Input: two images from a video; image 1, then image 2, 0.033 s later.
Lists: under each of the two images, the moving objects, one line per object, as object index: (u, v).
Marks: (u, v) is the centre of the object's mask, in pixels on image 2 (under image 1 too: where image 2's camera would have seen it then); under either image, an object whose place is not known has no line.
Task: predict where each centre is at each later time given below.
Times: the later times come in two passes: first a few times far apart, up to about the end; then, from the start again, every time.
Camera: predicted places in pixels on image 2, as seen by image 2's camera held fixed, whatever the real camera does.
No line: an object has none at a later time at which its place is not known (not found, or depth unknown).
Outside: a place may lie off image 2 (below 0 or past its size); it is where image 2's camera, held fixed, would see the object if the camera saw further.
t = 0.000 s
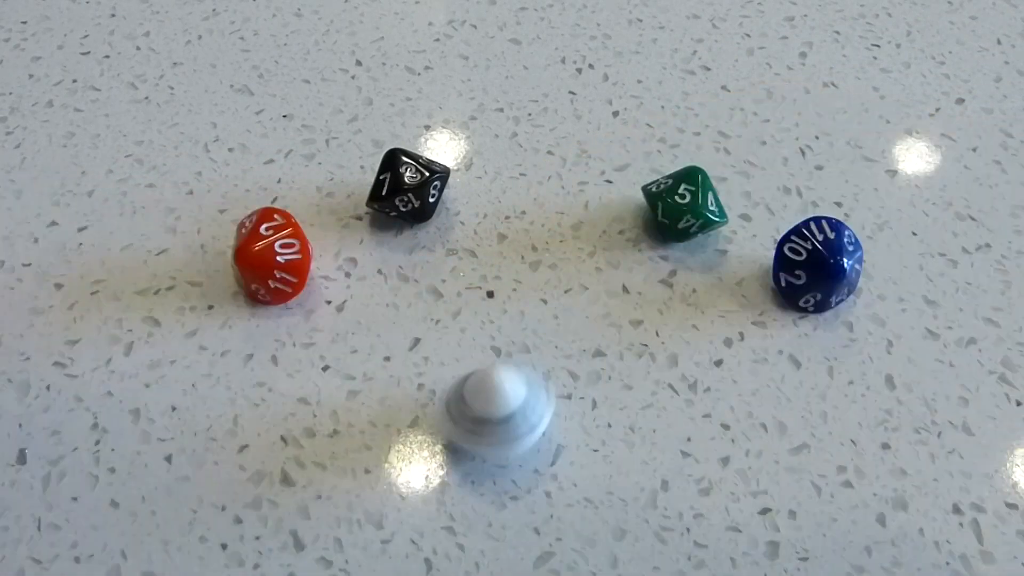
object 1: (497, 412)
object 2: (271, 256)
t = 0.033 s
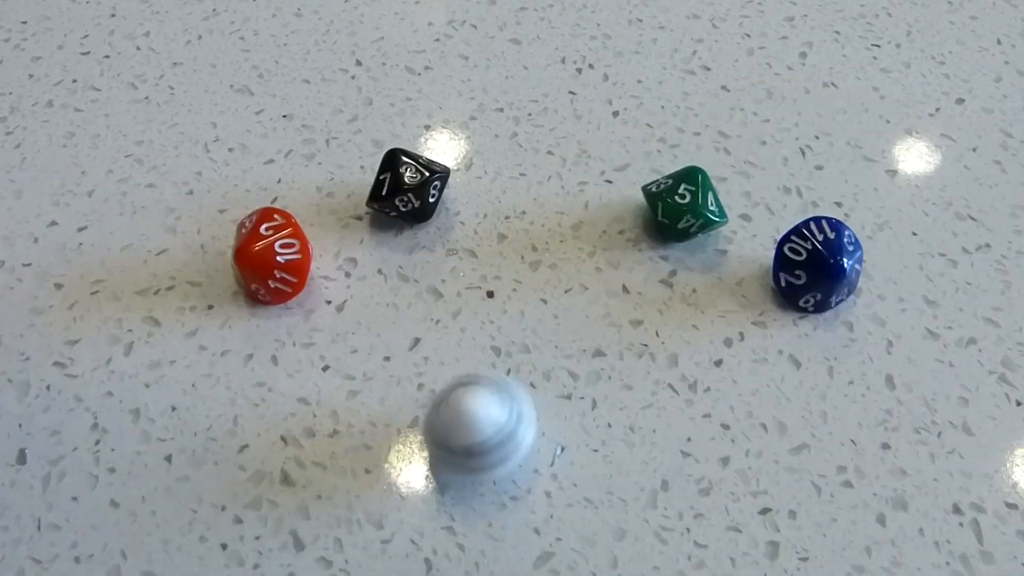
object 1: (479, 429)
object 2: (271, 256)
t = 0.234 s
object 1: (356, 495)
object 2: (271, 256)
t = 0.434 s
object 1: (229, 494)
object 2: (271, 256)
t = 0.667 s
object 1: (116, 433)
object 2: (271, 256)
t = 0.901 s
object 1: (72, 334)
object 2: (271, 256)
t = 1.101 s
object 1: (86, 250)
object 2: (271, 256)
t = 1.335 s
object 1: (151, 173)
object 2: (271, 256)
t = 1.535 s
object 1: (226, 136)
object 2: (271, 256)
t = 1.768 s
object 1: (316, 122)
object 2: (271, 256)
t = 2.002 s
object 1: (395, 129)
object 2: (271, 256)
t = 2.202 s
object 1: (449, 114)
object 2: (271, 256)
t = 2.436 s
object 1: (511, 123)
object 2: (271, 256)
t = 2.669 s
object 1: (552, 156)
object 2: (271, 256)
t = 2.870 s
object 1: (560, 194)
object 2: (271, 256)
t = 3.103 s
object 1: (527, 239)
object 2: (271, 256)
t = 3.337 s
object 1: (467, 253)
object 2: (271, 256)
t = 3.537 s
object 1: (418, 248)
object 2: (271, 256)
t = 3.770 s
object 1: (372, 265)
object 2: (271, 256)
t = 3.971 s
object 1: (368, 255)
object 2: (259, 242)
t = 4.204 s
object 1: (389, 248)
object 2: (257, 245)
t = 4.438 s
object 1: (389, 272)
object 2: (256, 243)
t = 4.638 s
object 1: (361, 266)
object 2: (256, 243)
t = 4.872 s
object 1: (371, 243)
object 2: (256, 244)
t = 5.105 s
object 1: (376, 269)
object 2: (255, 243)
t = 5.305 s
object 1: (351, 270)
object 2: (255, 243)
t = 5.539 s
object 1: (351, 251)
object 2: (255, 243)
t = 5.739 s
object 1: (364, 268)
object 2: (254, 243)
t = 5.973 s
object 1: (326, 273)
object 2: (251, 244)
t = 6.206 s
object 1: (323, 294)
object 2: (247, 239)
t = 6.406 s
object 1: (349, 297)
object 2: (247, 239)
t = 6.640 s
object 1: (342, 292)
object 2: (247, 239)
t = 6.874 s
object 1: (335, 302)
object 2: (247, 239)
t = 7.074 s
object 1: (335, 302)
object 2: (247, 239)
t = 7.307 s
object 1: (334, 302)
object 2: (247, 239)
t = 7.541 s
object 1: (334, 302)
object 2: (247, 239)
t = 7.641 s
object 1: (334, 302)
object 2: (247, 239)
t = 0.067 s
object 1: (458, 447)
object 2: (271, 256)
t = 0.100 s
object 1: (440, 461)
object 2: (271, 256)
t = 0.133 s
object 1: (420, 474)
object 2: (271, 256)
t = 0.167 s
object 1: (400, 482)
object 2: (271, 256)
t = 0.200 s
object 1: (379, 489)
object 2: (271, 256)
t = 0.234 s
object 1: (356, 495)
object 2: (271, 256)
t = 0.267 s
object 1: (335, 498)
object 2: (271, 256)
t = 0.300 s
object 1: (314, 501)
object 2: (271, 256)
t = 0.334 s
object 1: (293, 501)
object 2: (271, 256)
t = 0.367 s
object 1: (271, 500)
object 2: (271, 256)
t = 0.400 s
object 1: (250, 498)
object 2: (271, 256)
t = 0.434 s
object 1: (229, 494)
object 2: (271, 256)
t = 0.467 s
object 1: (210, 490)
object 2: (271, 256)
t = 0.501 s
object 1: (191, 481)
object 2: (271, 256)
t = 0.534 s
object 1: (174, 475)
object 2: (271, 256)
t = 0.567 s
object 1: (156, 464)
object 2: (271, 256)
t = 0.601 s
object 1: (142, 456)
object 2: (271, 256)
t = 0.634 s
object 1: (129, 443)
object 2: (271, 256)
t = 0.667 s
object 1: (116, 433)
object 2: (271, 256)
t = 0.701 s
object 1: (105, 418)
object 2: (271, 256)
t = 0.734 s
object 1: (96, 406)
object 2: (271, 256)
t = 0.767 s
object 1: (89, 391)
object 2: (271, 256)
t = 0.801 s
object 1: (82, 377)
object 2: (271, 256)
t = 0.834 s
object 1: (77, 363)
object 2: (271, 256)
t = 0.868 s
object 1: (74, 349)
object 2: (271, 256)
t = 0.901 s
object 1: (72, 334)
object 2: (271, 256)
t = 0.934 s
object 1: (72, 319)
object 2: (271, 256)
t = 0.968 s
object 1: (72, 305)
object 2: (271, 256)
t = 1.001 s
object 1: (74, 290)
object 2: (271, 256)
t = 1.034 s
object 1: (77, 277)
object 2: (271, 256)
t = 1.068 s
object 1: (81, 263)
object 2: (271, 256)
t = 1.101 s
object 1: (86, 250)
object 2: (271, 256)
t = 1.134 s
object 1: (92, 236)
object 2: (271, 256)
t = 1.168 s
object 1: (100, 224)
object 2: (271, 256)
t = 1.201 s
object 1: (109, 210)
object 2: (271, 256)
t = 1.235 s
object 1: (117, 201)
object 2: (271, 256)
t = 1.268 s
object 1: (128, 191)
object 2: (271, 256)
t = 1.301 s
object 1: (139, 182)
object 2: (271, 256)
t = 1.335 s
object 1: (151, 173)
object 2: (271, 256)
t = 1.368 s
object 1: (162, 166)
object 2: (271, 256)
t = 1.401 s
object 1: (175, 158)
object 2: (271, 256)
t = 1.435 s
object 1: (187, 152)
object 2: (271, 256)
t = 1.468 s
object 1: (200, 145)
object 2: (271, 256)
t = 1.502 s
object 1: (212, 140)
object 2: (271, 256)
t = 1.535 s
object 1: (226, 136)
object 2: (271, 256)
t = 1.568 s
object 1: (238, 132)
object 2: (271, 256)
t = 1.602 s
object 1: (252, 128)
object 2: (271, 256)
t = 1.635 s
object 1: (264, 125)
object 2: (271, 256)
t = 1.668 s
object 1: (278, 123)
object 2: (271, 256)
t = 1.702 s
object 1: (290, 122)
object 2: (271, 256)
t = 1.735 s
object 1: (304, 121)
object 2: (271, 256)
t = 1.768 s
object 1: (316, 122)
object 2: (271, 256)
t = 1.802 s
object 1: (329, 122)
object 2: (271, 256)
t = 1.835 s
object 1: (341, 126)
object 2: (271, 256)
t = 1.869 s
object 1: (354, 127)
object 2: (271, 256)
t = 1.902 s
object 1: (363, 128)
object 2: (271, 256)
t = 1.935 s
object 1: (375, 130)
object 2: (271, 256)
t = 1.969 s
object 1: (384, 131)
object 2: (271, 256)
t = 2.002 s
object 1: (395, 129)
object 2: (271, 256)
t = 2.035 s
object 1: (404, 127)
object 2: (271, 256)
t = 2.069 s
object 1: (413, 125)
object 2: (271, 256)
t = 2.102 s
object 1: (422, 122)
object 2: (271, 256)
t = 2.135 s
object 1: (430, 118)
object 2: (271, 256)
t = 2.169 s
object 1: (439, 120)
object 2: (271, 256)
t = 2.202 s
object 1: (449, 114)
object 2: (271, 256)
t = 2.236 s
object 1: (458, 115)
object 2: (271, 256)
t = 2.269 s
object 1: (466, 113)
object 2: (271, 256)
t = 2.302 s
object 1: (476, 116)
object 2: (271, 256)
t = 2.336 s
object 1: (484, 116)
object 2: (271, 256)
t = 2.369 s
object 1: (494, 119)
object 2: (271, 256)
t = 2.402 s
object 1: (502, 120)
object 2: (271, 256)
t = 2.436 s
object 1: (511, 123)
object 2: (271, 256)
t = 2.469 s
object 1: (517, 127)
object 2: (271, 256)
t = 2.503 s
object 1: (526, 130)
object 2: (271, 256)
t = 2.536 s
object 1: (532, 135)
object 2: (271, 256)
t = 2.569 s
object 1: (538, 137)
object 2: (271, 256)
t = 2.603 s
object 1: (543, 145)
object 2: (271, 256)
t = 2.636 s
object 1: (548, 148)
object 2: (271, 256)
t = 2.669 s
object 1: (552, 156)
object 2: (271, 256)
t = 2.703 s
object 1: (556, 160)
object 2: (271, 256)
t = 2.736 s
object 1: (559, 169)
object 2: (271, 256)
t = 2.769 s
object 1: (560, 175)
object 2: (271, 256)
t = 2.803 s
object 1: (561, 183)
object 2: (271, 256)
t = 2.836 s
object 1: (560, 188)
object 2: (271, 256)
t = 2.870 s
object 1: (560, 194)
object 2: (271, 256)
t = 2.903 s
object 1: (557, 202)
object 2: (271, 256)
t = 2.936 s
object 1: (555, 207)
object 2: (271, 256)
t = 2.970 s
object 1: (550, 215)
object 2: (271, 256)
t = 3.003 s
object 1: (547, 219)
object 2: (271, 256)
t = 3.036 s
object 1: (540, 228)
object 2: (271, 256)
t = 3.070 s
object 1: (535, 230)
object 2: (271, 256)
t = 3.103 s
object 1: (527, 239)
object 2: (271, 256)
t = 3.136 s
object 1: (520, 240)
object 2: (271, 256)
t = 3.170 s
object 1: (513, 244)
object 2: (271, 256)
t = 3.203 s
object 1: (503, 248)
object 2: (271, 256)
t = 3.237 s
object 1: (495, 250)
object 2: (271, 256)
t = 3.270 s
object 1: (485, 251)
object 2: (271, 256)
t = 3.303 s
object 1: (477, 251)
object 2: (271, 256)
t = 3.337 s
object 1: (467, 253)
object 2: (271, 256)
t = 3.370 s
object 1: (456, 249)
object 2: (271, 256)
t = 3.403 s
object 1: (447, 250)
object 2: (271, 256)
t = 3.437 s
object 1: (438, 246)
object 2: (271, 256)
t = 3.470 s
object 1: (430, 251)
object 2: (271, 256)
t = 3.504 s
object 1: (424, 249)
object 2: (271, 256)
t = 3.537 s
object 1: (418, 248)
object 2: (271, 256)
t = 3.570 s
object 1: (411, 259)
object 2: (271, 256)
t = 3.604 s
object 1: (406, 262)
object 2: (271, 256)
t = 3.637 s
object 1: (400, 262)
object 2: (271, 256)
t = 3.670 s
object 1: (393, 265)
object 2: (271, 256)
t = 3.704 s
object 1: (386, 266)
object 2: (271, 256)
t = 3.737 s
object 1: (378, 267)
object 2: (271, 256)
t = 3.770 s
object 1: (372, 265)
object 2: (271, 256)
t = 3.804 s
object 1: (366, 268)
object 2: (271, 257)
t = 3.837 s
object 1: (360, 264)
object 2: (271, 257)
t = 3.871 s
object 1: (364, 261)
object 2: (262, 256)
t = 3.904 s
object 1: (365, 261)
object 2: (259, 251)
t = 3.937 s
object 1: (366, 259)
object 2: (258, 248)
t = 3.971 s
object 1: (368, 255)
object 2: (259, 242)
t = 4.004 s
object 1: (370, 253)
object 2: (260, 239)
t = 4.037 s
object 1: (374, 251)
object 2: (261, 239)
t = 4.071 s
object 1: (378, 251)
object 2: (259, 241)
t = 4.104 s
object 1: (379, 248)
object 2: (257, 245)
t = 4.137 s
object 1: (385, 248)
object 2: (257, 247)
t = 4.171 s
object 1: (387, 249)
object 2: (257, 247)
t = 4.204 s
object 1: (389, 248)
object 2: (257, 245)
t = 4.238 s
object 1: (392, 248)
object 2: (258, 242)
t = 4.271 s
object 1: (396, 253)
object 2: (258, 241)
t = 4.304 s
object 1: (396, 257)
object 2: (256, 244)
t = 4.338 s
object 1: (396, 259)
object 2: (256, 246)
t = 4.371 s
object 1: (394, 260)
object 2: (256, 245)
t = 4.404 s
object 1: (393, 266)
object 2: (257, 242)
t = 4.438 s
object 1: (389, 272)
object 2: (256, 243)
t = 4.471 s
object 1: (384, 275)
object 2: (256, 245)
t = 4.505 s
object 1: (378, 272)
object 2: (256, 244)
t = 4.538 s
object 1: (374, 272)
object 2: (256, 242)
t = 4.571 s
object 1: (368, 274)
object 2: (255, 244)
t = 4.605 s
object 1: (365, 271)
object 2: (256, 244)
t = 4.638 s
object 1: (361, 266)
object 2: (256, 243)
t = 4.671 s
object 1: (360, 262)
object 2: (255, 244)
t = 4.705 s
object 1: (360, 259)
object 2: (255, 243)
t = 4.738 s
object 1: (359, 256)
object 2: (255, 243)
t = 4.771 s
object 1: (359, 249)
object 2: (255, 243)
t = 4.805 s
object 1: (363, 249)
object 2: (255, 243)
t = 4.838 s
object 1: (366, 246)
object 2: (255, 243)
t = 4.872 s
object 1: (371, 243)
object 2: (256, 244)
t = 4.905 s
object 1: (373, 244)
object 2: (255, 244)
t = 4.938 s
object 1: (374, 248)
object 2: (255, 244)
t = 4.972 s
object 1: (377, 252)
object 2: (255, 244)
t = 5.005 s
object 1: (377, 257)
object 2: (255, 244)
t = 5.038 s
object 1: (377, 259)
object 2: (255, 244)
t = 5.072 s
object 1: (378, 265)
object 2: (255, 244)
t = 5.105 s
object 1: (376, 269)
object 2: (255, 243)
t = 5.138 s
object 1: (373, 270)
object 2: (255, 243)
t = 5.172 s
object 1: (369, 270)
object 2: (255, 243)
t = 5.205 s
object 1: (366, 274)
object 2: (255, 243)
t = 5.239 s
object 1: (360, 276)
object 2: (255, 244)
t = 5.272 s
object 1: (356, 274)
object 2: (255, 243)
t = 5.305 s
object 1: (351, 270)
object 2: (255, 243)
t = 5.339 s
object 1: (347, 270)
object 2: (255, 243)
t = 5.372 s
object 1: (344, 268)
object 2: (255, 243)
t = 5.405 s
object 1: (341, 264)
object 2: (255, 243)
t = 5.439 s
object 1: (337, 257)
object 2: (255, 243)
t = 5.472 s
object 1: (342, 253)
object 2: (254, 243)
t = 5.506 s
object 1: (346, 253)
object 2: (255, 243)
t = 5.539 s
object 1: (351, 251)
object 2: (255, 243)
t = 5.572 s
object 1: (357, 250)
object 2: (255, 243)
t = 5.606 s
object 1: (360, 250)
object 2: (255, 243)
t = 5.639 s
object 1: (365, 250)
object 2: (255, 243)
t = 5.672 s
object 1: (367, 260)
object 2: (254, 243)
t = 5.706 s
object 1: (368, 265)
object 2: (255, 243)
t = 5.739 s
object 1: (364, 268)
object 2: (254, 243)
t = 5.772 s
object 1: (360, 275)
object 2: (254, 243)
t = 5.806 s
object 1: (356, 278)
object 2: (254, 243)
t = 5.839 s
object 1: (349, 283)
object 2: (254, 243)
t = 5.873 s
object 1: (341, 283)
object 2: (254, 243)
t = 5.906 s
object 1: (335, 283)
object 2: (254, 243)
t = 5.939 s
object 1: (327, 276)
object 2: (254, 243)
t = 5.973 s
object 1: (326, 273)
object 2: (251, 244)
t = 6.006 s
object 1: (321, 275)
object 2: (248, 239)
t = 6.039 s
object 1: (320, 274)
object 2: (247, 239)
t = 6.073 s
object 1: (325, 279)
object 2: (247, 239)
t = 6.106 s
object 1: (322, 282)
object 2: (247, 239)
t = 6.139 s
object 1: (321, 289)
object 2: (247, 239)
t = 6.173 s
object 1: (321, 290)
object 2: (247, 239)
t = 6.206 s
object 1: (323, 294)
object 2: (247, 239)
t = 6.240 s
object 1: (324, 298)
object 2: (247, 239)
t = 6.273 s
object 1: (332, 295)
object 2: (247, 239)
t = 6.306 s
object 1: (338, 294)
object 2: (247, 239)
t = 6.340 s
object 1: (343, 294)
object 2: (247, 239)
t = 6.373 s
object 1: (346, 297)
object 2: (247, 239)
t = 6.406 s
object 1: (349, 297)
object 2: (247, 239)
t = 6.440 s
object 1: (349, 295)
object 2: (247, 239)
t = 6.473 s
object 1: (346, 297)
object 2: (247, 239)
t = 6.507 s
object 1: (347, 296)
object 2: (247, 239)
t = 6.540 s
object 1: (350, 296)
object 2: (247, 239)
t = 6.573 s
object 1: (348, 293)
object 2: (247, 239)
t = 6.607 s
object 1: (346, 293)
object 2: (247, 239)
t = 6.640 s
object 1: (342, 292)
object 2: (247, 239)
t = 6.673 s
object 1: (340, 293)
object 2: (247, 239)
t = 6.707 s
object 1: (339, 297)
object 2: (247, 239)
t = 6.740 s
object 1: (337, 300)
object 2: (247, 239)
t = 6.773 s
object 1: (336, 301)
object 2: (247, 239)
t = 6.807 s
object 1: (335, 302)
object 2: (247, 239)
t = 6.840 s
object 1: (334, 302)
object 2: (247, 239)
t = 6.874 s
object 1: (335, 302)
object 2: (247, 239)
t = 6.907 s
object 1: (335, 303)
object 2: (247, 239)
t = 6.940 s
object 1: (335, 302)
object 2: (247, 239)
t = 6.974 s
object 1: (335, 302)
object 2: (247, 239)
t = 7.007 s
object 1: (335, 302)
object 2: (247, 239)
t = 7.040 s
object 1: (334, 302)
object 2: (247, 239)
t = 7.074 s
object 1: (335, 302)
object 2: (247, 239)
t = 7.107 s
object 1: (334, 303)
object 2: (247, 239)
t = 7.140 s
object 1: (334, 302)
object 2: (247, 239)
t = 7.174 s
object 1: (334, 303)
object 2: (247, 239)
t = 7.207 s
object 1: (334, 303)
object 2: (247, 239)
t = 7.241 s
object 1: (334, 303)
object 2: (247, 239)
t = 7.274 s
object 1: (334, 303)
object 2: (247, 239)
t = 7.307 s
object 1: (334, 302)
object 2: (247, 239)
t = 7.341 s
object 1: (334, 302)
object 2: (247, 239)
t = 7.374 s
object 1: (334, 302)
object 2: (247, 239)
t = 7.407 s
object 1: (334, 302)
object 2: (247, 239)
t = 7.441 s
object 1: (334, 302)
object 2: (247, 239)
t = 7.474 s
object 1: (334, 302)
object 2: (247, 239)
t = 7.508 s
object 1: (334, 302)
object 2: (247, 239)
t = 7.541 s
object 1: (334, 302)
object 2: (247, 239)
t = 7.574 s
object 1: (334, 302)
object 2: (247, 239)
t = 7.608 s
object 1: (334, 302)
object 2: (247, 239)
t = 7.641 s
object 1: (334, 302)
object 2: (247, 239)
